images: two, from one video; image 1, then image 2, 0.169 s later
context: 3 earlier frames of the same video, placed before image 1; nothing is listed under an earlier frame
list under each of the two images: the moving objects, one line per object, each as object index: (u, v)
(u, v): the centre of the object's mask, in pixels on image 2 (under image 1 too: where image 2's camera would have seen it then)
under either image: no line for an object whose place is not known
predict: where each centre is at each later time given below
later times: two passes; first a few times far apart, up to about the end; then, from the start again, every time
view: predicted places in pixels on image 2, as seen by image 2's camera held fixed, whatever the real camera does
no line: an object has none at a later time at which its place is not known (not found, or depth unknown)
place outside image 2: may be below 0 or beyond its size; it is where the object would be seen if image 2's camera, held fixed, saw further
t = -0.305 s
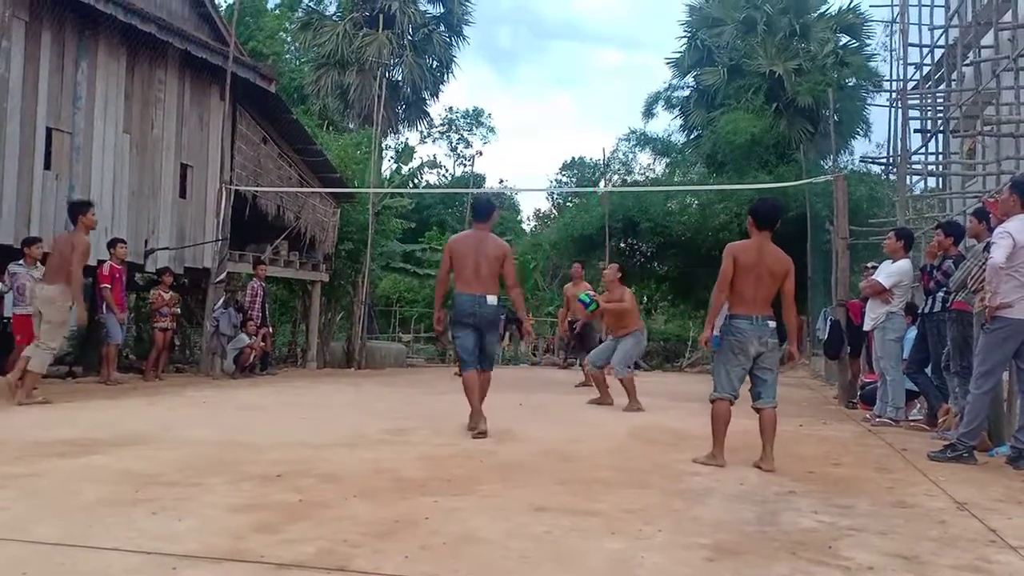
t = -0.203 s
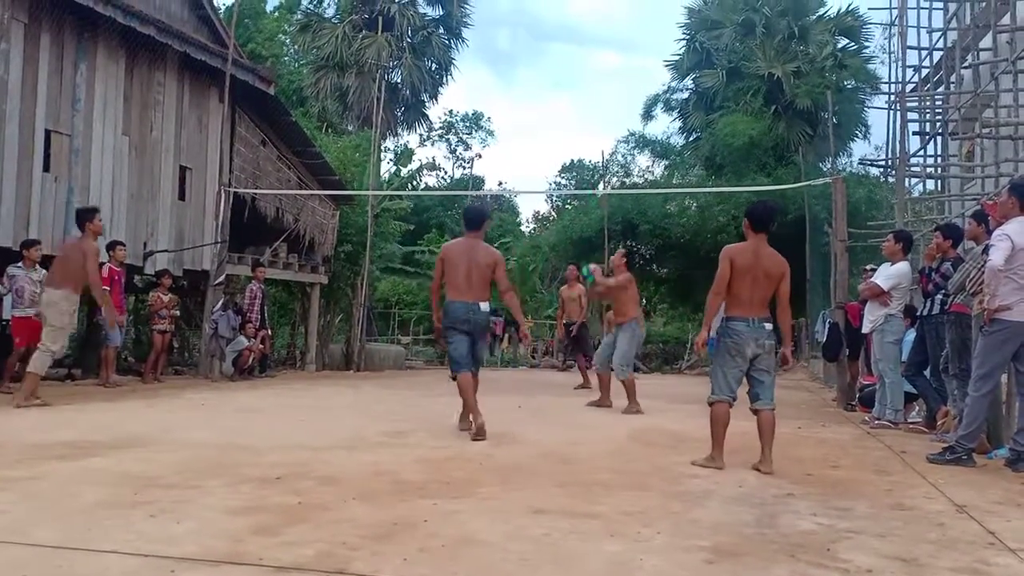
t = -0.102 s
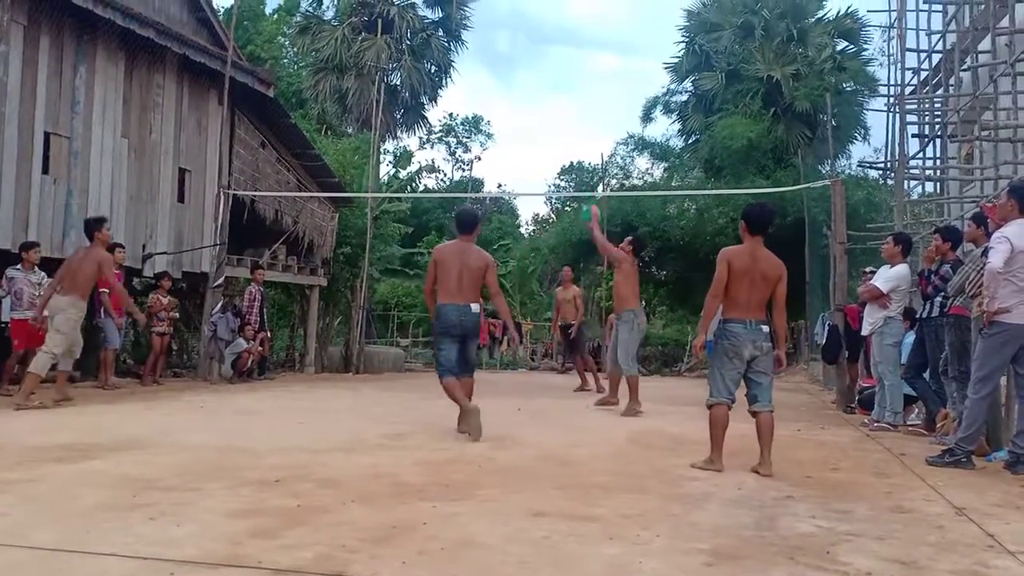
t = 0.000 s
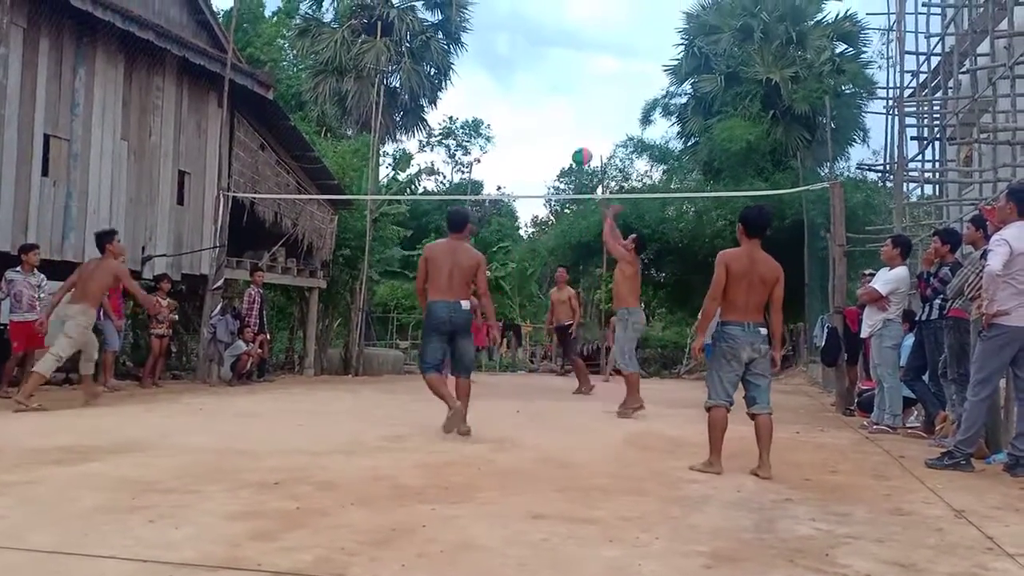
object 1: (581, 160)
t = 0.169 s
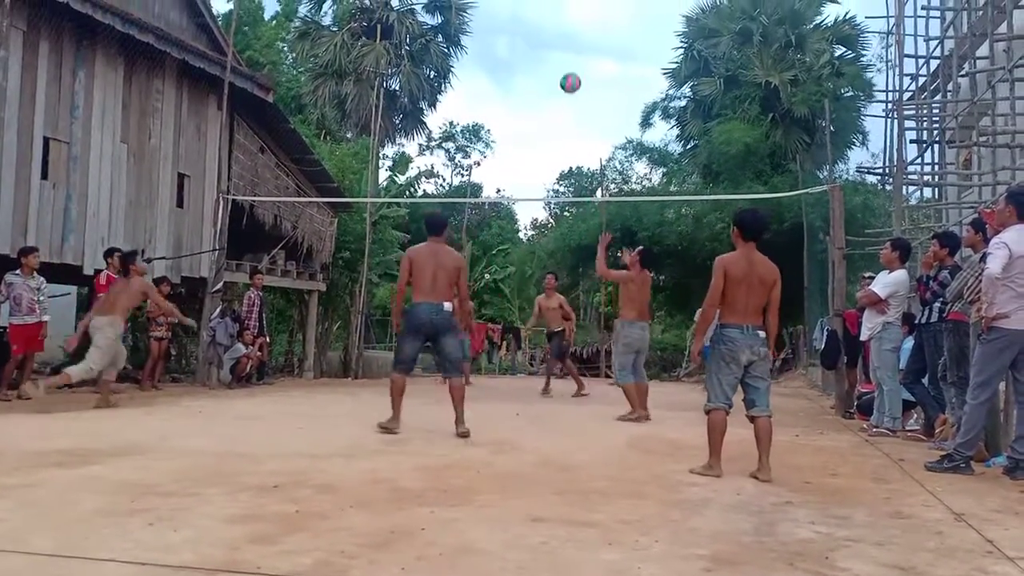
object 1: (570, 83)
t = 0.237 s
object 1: (565, 60)
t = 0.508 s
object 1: (546, 15)
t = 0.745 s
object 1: (527, 30)
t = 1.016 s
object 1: (506, 106)
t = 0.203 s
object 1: (568, 71)
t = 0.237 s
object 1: (565, 60)
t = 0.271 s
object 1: (563, 51)
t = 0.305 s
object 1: (561, 43)
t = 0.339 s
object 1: (558, 35)
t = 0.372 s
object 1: (556, 29)
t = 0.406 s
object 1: (553, 24)
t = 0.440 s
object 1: (551, 20)
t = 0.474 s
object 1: (548, 17)
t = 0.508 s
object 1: (546, 15)
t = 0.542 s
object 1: (543, 14)
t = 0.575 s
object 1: (540, 14)
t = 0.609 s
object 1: (538, 15)
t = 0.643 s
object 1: (535, 17)
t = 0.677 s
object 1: (533, 21)
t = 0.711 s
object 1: (530, 25)
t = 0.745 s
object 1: (527, 30)
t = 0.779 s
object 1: (525, 36)
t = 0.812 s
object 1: (522, 43)
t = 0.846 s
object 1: (519, 51)
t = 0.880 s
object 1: (517, 60)
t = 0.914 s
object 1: (514, 71)
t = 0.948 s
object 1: (511, 81)
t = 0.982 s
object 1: (509, 93)
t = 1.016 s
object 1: (506, 106)
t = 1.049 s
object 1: (503, 120)
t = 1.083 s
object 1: (500, 134)
